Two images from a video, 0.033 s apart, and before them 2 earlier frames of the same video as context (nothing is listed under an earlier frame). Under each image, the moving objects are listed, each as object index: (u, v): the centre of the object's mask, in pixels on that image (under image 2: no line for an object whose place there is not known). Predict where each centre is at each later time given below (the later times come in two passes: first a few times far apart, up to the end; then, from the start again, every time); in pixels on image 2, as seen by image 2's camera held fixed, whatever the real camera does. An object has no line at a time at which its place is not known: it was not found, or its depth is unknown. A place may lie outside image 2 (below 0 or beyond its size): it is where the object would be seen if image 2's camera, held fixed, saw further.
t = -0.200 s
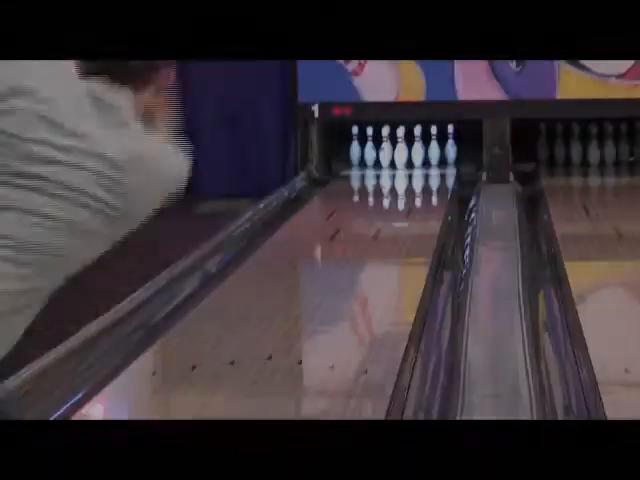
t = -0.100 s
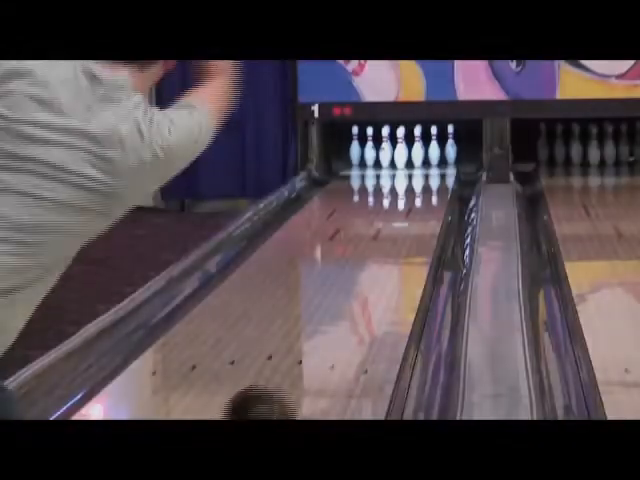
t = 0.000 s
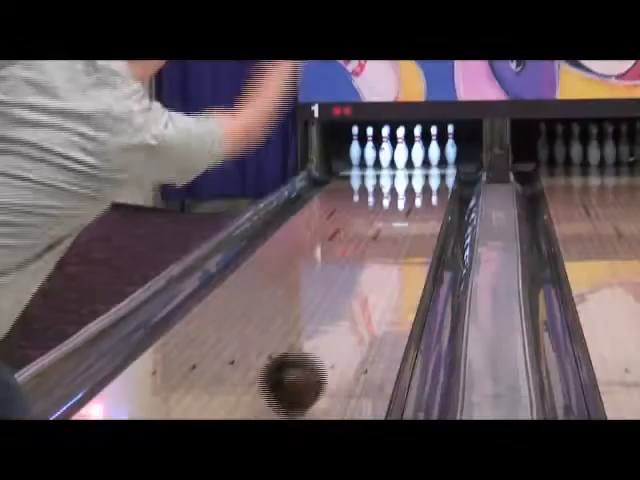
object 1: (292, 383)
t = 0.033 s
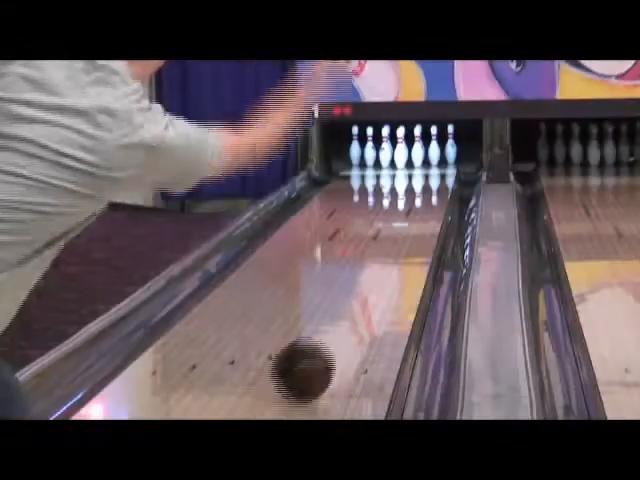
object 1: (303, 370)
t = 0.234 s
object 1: (349, 317)
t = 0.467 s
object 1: (385, 274)
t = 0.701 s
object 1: (408, 241)
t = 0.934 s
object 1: (423, 215)
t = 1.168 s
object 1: (430, 195)
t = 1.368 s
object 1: (432, 182)
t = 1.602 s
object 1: (427, 169)
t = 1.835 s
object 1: (416, 160)
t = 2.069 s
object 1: (413, 156)
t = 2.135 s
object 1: (414, 156)
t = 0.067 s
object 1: (312, 359)
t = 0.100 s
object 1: (320, 349)
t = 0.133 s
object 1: (328, 341)
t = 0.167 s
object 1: (336, 332)
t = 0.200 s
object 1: (343, 324)
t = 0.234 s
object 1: (349, 317)
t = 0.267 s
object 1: (355, 310)
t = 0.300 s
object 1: (361, 303)
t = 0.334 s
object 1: (366, 297)
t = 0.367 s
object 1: (372, 291)
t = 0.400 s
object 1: (377, 285)
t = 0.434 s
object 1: (381, 279)
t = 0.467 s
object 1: (385, 274)
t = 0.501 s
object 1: (389, 269)
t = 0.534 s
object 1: (393, 263)
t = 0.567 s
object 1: (396, 258)
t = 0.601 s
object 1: (400, 253)
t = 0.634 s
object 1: (403, 249)
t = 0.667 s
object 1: (406, 245)
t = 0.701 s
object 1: (408, 241)
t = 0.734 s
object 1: (411, 236)
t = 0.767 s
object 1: (413, 232)
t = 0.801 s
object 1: (416, 229)
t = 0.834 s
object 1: (418, 225)
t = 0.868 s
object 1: (419, 222)
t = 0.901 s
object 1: (421, 218)
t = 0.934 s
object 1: (423, 215)
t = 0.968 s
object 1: (424, 212)
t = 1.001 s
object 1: (425, 208)
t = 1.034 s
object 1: (427, 206)
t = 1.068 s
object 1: (428, 203)
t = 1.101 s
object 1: (429, 200)
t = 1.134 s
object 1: (430, 197)
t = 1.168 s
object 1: (430, 195)
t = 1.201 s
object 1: (431, 192)
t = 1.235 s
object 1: (431, 190)
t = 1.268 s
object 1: (431, 188)
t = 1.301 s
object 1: (432, 186)
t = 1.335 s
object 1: (432, 184)
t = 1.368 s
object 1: (432, 182)
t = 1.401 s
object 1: (431, 180)
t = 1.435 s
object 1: (431, 178)
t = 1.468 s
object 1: (430, 176)
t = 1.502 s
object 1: (430, 174)
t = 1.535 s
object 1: (429, 172)
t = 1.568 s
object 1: (428, 171)
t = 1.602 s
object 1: (427, 169)
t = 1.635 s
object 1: (426, 168)
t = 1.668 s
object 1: (424, 166)
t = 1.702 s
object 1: (423, 165)
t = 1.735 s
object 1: (422, 164)
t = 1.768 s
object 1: (420, 163)
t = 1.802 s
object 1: (417, 162)
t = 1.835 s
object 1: (416, 160)
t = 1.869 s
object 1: (415, 159)
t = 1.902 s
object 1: (413, 158)
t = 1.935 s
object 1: (415, 158)
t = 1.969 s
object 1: (416, 157)
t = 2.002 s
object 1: (414, 156)
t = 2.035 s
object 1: (412, 156)
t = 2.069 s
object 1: (413, 156)
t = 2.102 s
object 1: (413, 156)
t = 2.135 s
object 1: (414, 156)
